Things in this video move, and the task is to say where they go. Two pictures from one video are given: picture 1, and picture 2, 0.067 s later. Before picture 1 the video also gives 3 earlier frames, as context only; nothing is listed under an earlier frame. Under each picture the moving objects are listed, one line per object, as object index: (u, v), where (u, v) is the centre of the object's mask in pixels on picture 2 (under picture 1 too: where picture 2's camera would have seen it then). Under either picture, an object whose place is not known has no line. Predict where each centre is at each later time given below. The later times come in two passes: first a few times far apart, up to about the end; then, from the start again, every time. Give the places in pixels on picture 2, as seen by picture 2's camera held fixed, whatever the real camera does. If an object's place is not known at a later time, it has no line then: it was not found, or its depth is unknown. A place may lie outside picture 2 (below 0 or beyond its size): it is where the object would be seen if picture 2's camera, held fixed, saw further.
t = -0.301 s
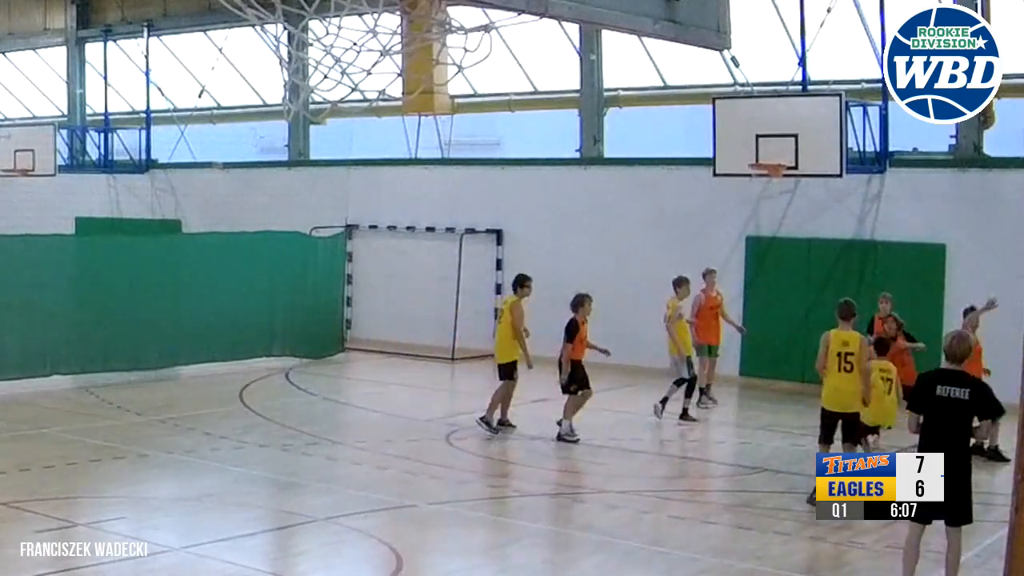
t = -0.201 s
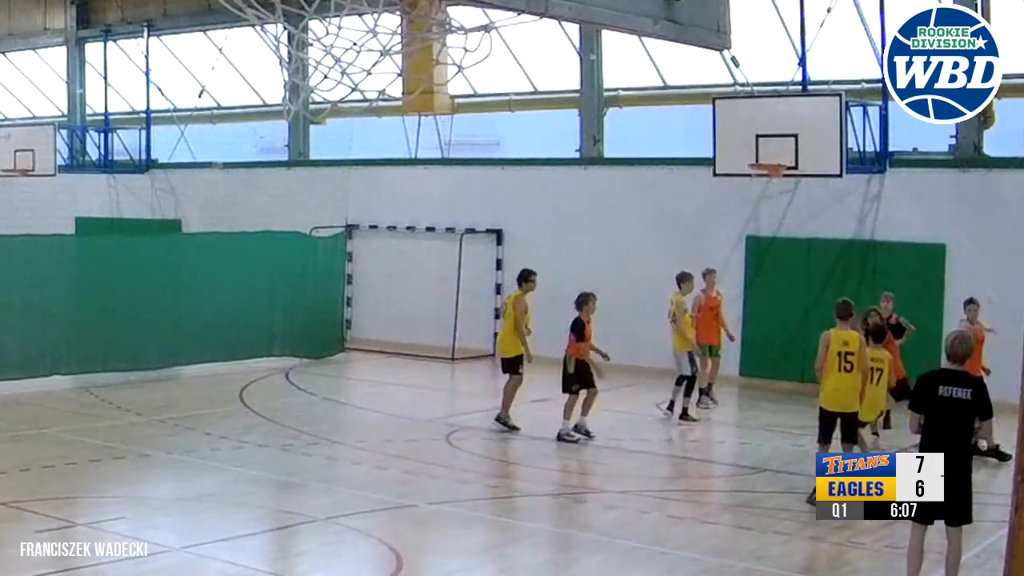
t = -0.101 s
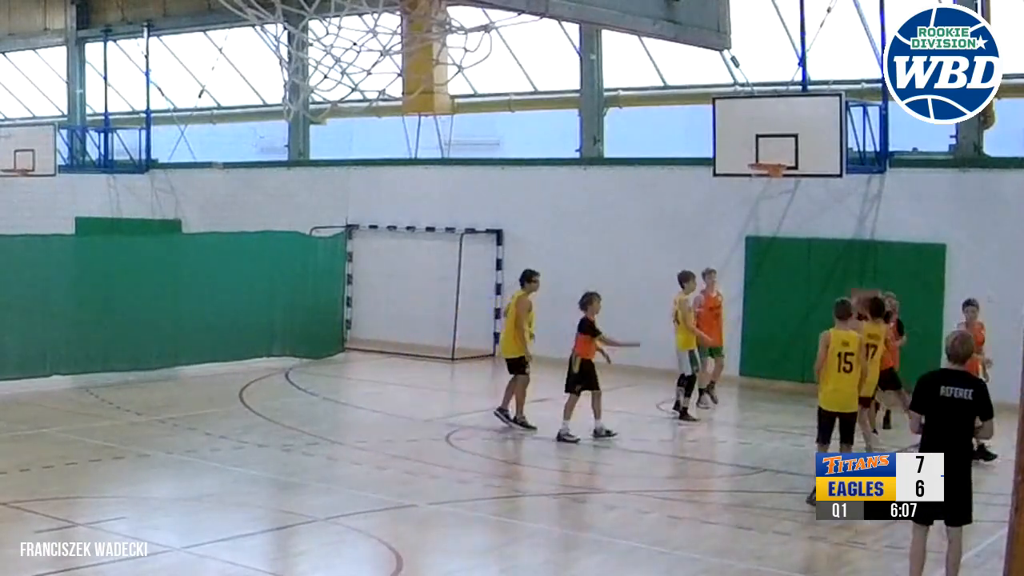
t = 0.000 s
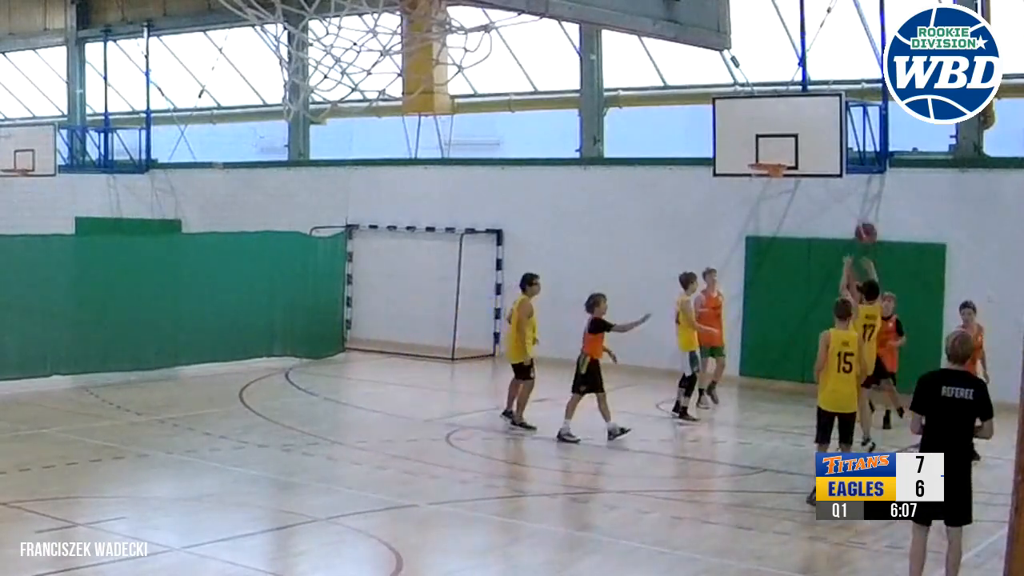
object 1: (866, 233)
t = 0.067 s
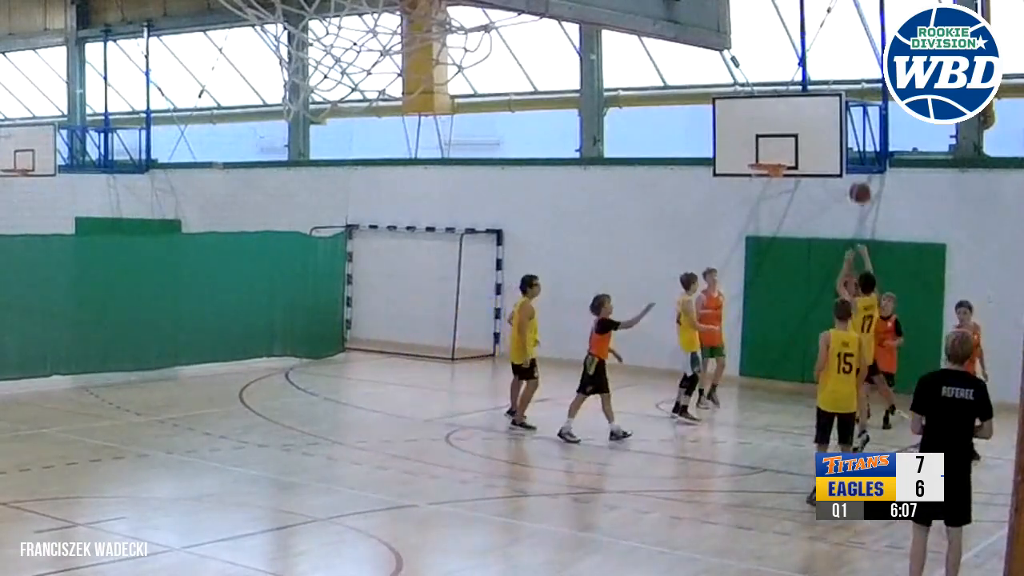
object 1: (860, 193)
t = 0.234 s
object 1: (845, 116)
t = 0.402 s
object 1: (831, 73)
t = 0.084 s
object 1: (858, 183)
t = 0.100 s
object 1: (858, 174)
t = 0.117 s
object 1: (856, 166)
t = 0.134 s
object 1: (856, 158)
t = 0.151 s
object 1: (853, 151)
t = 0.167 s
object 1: (851, 144)
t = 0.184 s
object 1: (850, 136)
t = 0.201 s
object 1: (849, 129)
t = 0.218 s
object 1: (847, 124)
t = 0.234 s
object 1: (845, 116)
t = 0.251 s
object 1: (843, 111)
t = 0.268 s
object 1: (842, 105)
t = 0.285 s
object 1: (841, 101)
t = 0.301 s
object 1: (839, 95)
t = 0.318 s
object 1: (838, 91)
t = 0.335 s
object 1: (836, 86)
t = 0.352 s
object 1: (835, 82)
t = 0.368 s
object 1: (834, 79)
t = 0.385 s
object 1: (832, 75)
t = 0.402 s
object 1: (831, 73)
